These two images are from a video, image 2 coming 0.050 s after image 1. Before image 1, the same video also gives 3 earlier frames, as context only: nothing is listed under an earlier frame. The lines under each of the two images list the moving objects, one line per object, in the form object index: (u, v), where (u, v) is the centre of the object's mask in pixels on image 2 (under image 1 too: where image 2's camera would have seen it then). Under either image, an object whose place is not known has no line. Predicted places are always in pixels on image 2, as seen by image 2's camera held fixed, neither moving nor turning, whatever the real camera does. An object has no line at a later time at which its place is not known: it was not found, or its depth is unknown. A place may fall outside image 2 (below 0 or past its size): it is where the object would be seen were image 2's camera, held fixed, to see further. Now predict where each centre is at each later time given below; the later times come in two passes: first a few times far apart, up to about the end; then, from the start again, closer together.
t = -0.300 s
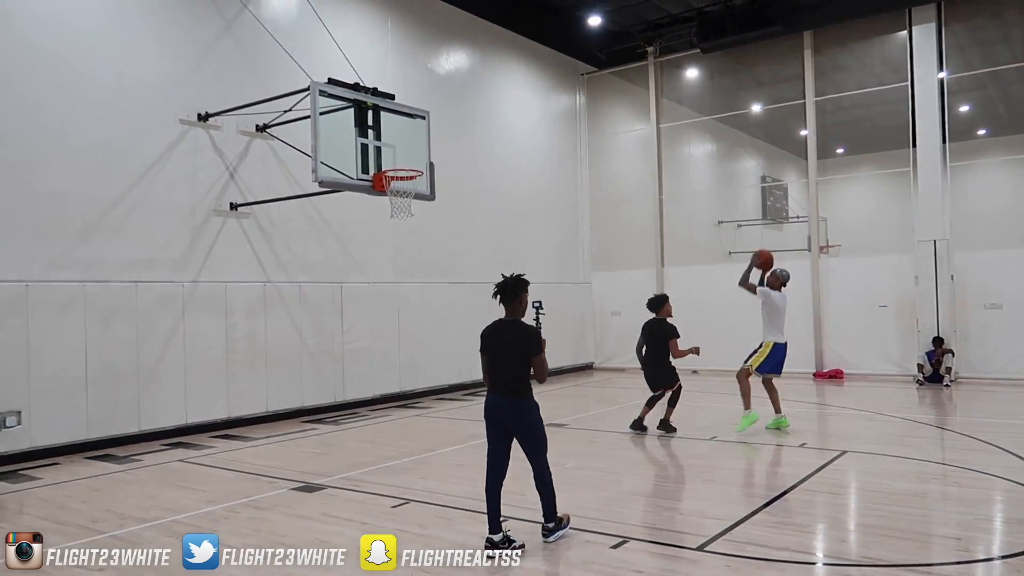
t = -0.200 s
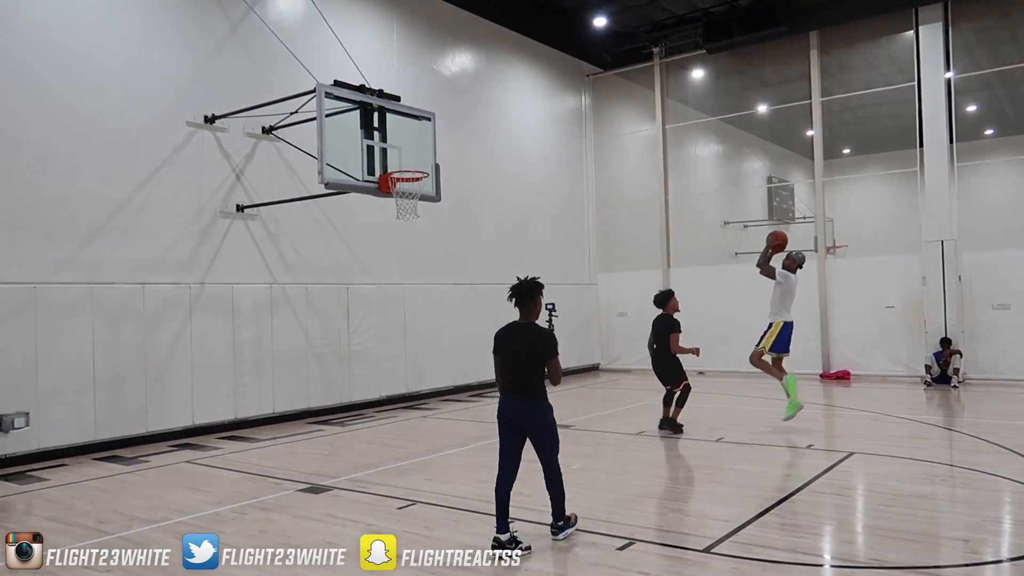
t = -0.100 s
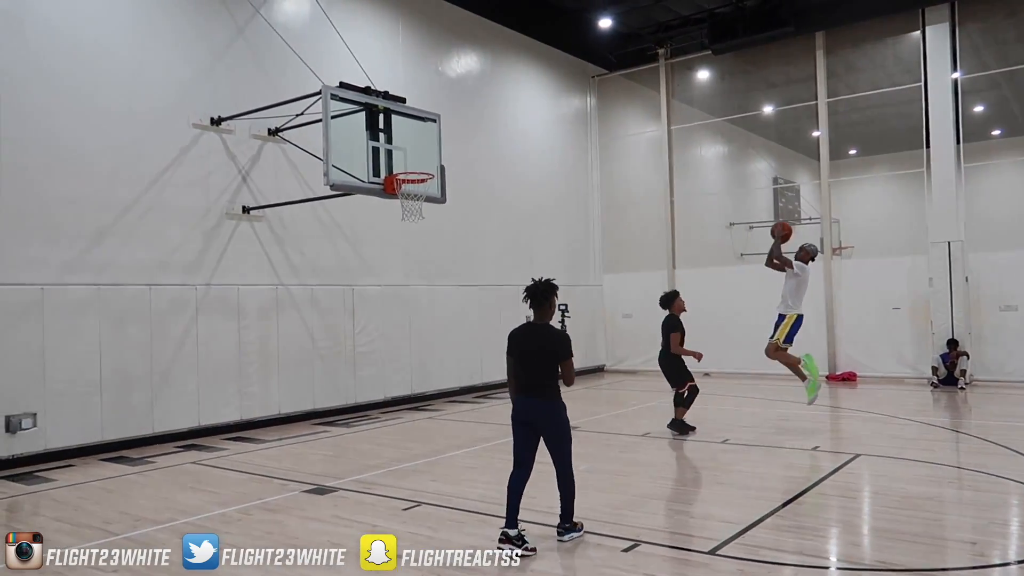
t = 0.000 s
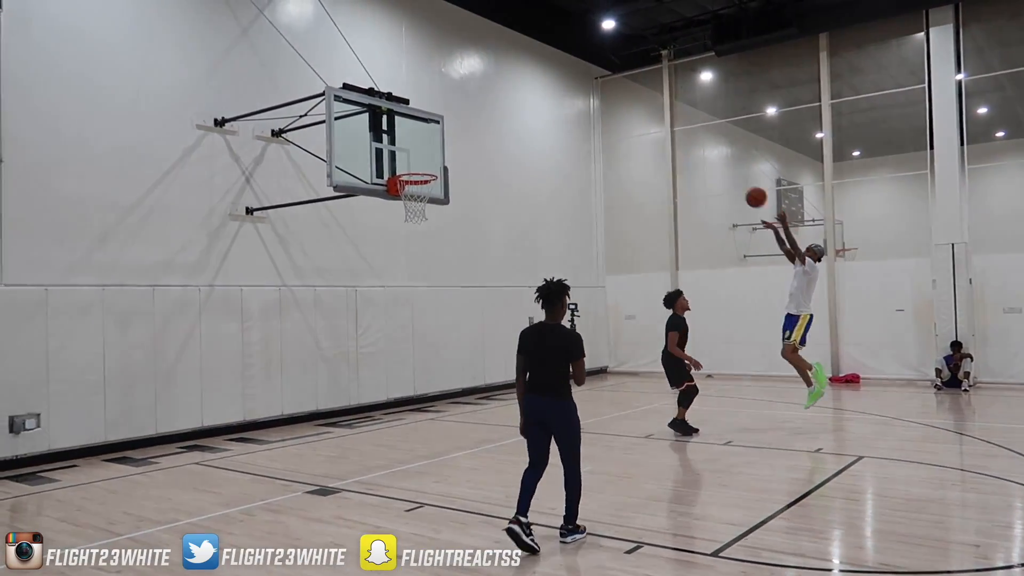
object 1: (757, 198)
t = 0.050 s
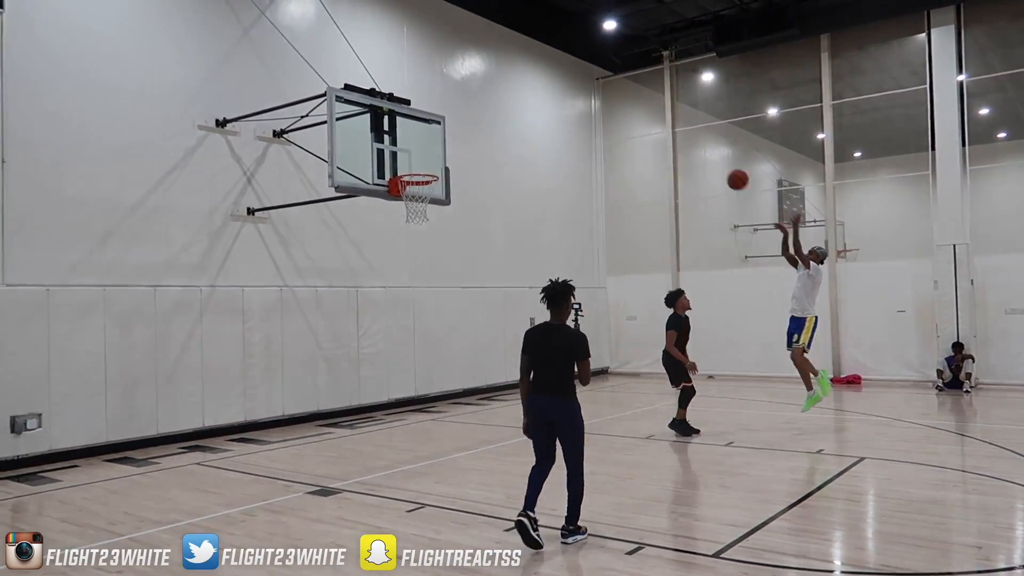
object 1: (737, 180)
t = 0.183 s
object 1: (686, 140)
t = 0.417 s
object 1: (597, 109)
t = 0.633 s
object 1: (512, 120)
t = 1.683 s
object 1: (383, 302)
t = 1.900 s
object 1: (366, 463)
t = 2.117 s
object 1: (340, 354)
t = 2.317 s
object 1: (313, 288)
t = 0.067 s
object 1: (731, 174)
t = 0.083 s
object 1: (725, 169)
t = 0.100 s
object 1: (718, 163)
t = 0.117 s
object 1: (711, 158)
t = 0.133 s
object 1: (705, 154)
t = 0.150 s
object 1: (698, 149)
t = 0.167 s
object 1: (692, 145)
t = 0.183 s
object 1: (686, 140)
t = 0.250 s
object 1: (660, 126)
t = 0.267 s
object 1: (654, 124)
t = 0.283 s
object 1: (647, 121)
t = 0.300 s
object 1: (641, 119)
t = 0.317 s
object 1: (634, 117)
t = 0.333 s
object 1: (628, 115)
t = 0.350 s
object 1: (622, 113)
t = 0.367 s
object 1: (616, 112)
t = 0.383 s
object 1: (608, 110)
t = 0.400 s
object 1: (602, 109)
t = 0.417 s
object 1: (597, 109)
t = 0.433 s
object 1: (590, 108)
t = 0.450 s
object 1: (584, 107)
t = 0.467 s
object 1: (576, 107)
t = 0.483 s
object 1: (570, 107)
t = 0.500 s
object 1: (563, 107)
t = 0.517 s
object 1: (557, 108)
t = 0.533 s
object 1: (550, 109)
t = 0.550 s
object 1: (544, 110)
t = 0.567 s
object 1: (538, 112)
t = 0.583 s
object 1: (531, 113)
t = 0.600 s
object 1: (525, 115)
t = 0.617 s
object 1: (518, 117)
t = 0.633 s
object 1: (512, 120)
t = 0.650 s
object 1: (506, 122)
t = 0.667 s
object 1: (499, 125)
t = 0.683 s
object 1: (493, 128)
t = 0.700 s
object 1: (486, 132)
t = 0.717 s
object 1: (480, 135)
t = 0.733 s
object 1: (474, 139)
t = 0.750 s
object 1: (467, 143)
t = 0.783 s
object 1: (455, 152)
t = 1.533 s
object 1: (391, 225)
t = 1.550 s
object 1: (390, 233)
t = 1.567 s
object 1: (389, 240)
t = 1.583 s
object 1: (388, 248)
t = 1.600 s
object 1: (387, 256)
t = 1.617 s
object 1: (387, 265)
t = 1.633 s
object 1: (385, 274)
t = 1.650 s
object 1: (384, 283)
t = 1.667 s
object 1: (384, 292)
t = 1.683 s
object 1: (383, 302)
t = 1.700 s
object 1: (381, 313)
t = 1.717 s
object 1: (381, 323)
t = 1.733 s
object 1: (380, 334)
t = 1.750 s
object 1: (379, 345)
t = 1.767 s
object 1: (378, 356)
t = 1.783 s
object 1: (377, 369)
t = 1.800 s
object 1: (375, 381)
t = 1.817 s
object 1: (374, 394)
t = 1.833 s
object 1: (374, 406)
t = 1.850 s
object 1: (370, 421)
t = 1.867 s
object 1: (368, 435)
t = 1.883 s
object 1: (368, 449)
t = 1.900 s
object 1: (366, 463)
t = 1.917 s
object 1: (364, 463)
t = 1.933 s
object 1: (362, 452)
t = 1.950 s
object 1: (360, 442)
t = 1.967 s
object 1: (357, 432)
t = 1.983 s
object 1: (355, 422)
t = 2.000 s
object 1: (357, 411)
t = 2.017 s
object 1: (355, 403)
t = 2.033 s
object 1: (352, 394)
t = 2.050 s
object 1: (350, 385)
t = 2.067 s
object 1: (348, 377)
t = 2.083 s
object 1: (345, 369)
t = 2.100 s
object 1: (343, 362)
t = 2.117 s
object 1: (340, 354)
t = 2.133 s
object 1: (338, 347)
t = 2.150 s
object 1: (336, 340)
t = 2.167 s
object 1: (334, 334)
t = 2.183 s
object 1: (332, 328)
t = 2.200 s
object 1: (330, 322)
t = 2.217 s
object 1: (327, 316)
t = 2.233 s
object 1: (325, 311)
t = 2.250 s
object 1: (322, 305)
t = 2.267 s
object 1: (320, 301)
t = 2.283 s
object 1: (317, 296)
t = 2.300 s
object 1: (314, 292)
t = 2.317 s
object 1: (313, 288)
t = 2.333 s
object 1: (311, 284)
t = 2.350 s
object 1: (308, 281)
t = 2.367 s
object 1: (306, 278)
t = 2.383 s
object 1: (303, 275)
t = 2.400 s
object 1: (302, 272)
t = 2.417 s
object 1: (299, 270)
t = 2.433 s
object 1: (297, 268)
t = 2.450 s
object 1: (294, 266)
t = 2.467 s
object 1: (292, 264)
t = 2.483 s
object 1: (290, 263)
